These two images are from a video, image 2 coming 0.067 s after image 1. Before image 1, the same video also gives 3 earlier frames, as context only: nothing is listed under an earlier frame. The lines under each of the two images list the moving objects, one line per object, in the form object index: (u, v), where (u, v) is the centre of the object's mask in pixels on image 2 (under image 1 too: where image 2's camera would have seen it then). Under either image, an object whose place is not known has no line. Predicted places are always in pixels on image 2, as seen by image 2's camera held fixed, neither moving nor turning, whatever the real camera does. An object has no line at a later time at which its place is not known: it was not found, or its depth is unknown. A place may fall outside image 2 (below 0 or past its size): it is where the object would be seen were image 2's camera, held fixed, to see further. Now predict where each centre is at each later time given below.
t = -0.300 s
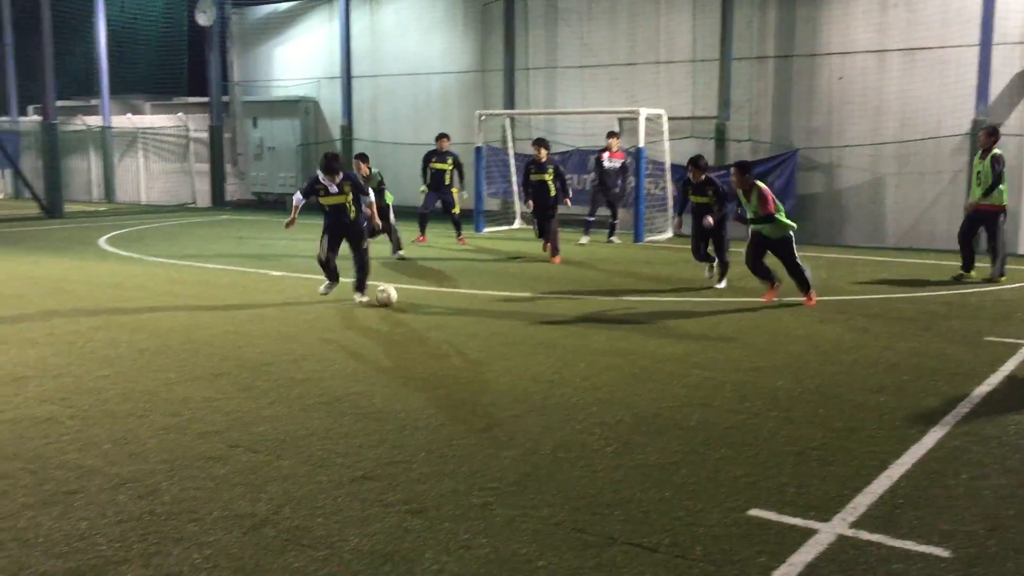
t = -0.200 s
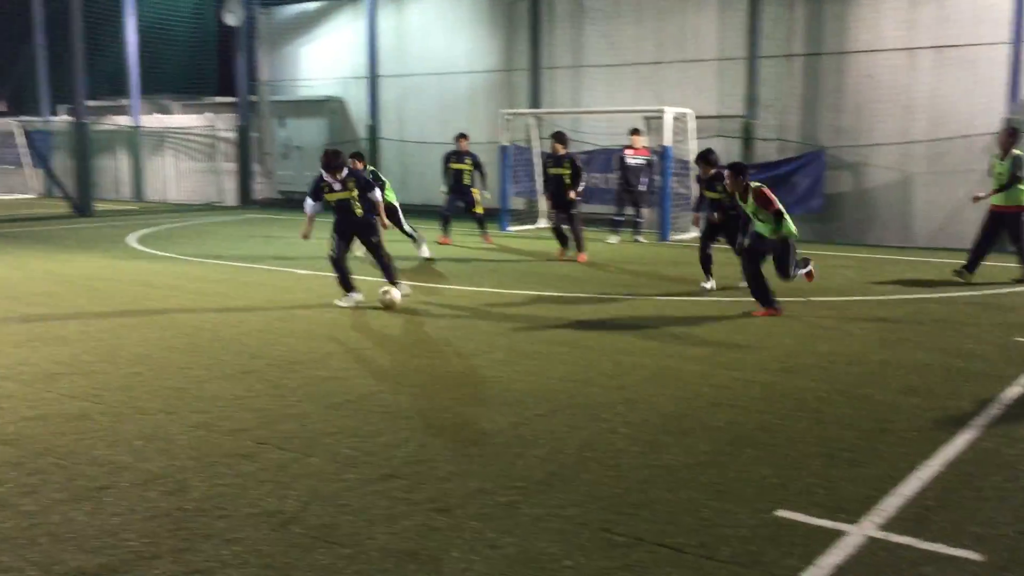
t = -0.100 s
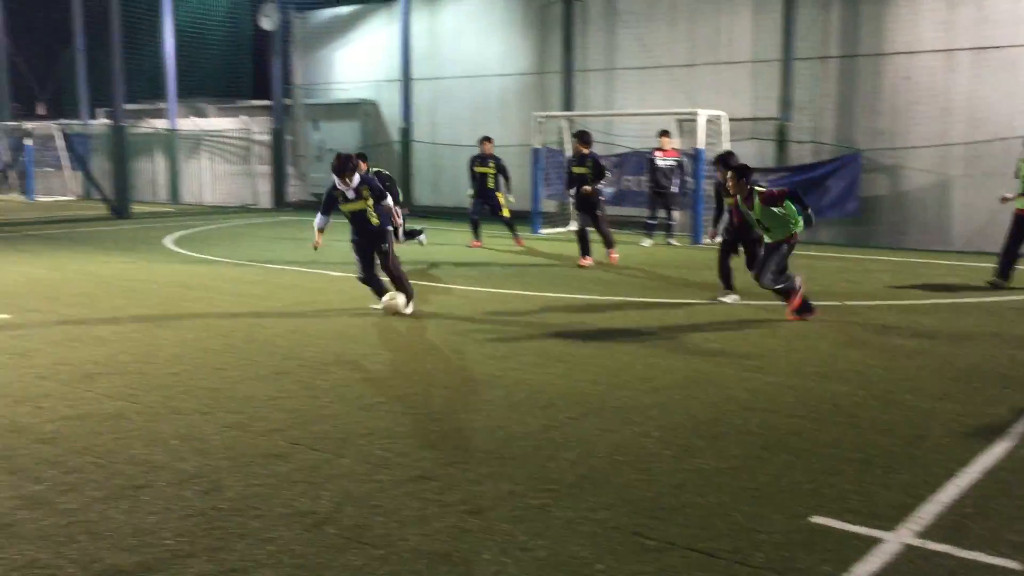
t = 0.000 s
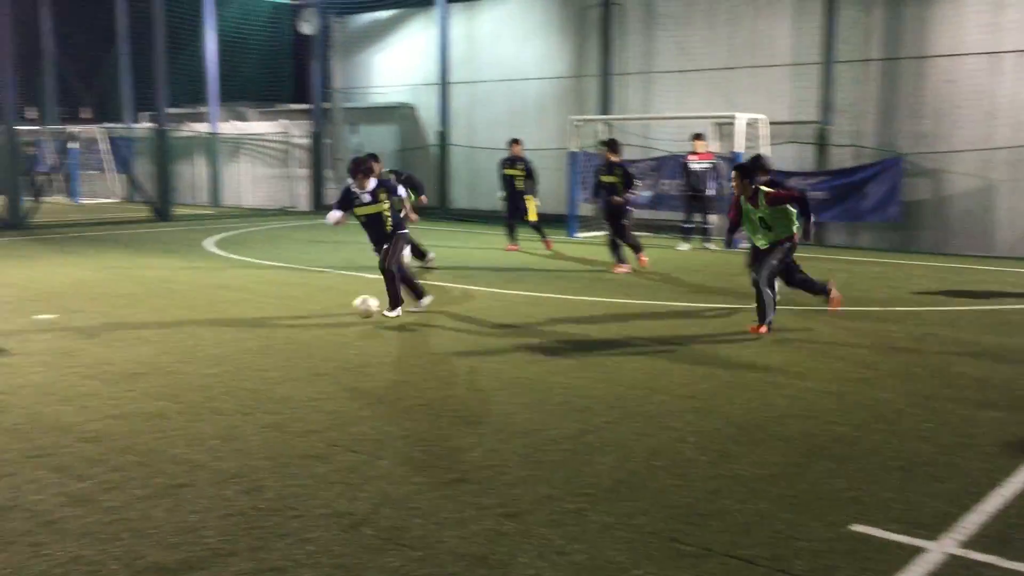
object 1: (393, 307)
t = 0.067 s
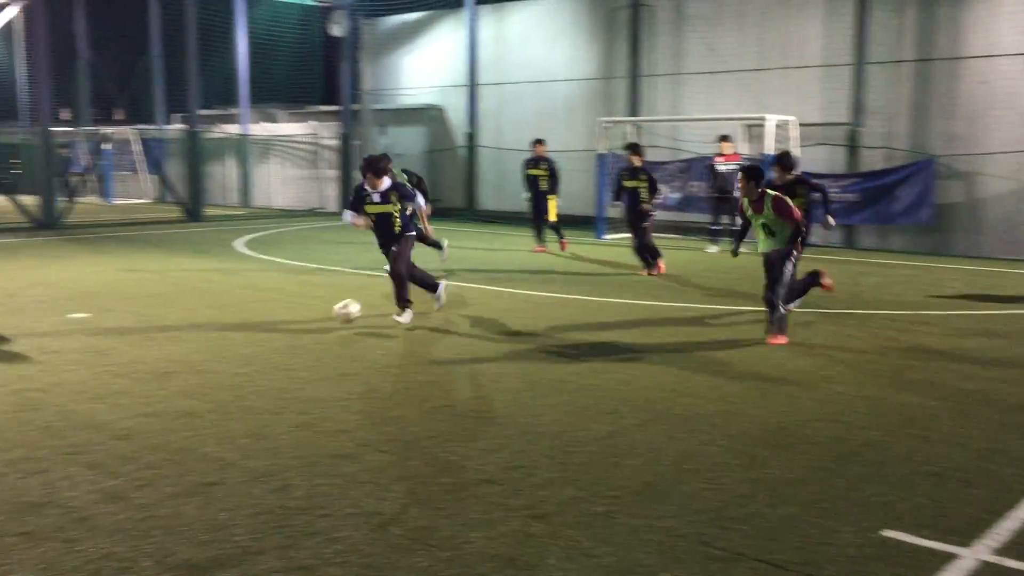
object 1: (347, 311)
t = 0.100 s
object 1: (324, 315)
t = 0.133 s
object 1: (299, 321)
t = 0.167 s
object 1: (274, 327)
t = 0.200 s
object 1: (252, 327)
